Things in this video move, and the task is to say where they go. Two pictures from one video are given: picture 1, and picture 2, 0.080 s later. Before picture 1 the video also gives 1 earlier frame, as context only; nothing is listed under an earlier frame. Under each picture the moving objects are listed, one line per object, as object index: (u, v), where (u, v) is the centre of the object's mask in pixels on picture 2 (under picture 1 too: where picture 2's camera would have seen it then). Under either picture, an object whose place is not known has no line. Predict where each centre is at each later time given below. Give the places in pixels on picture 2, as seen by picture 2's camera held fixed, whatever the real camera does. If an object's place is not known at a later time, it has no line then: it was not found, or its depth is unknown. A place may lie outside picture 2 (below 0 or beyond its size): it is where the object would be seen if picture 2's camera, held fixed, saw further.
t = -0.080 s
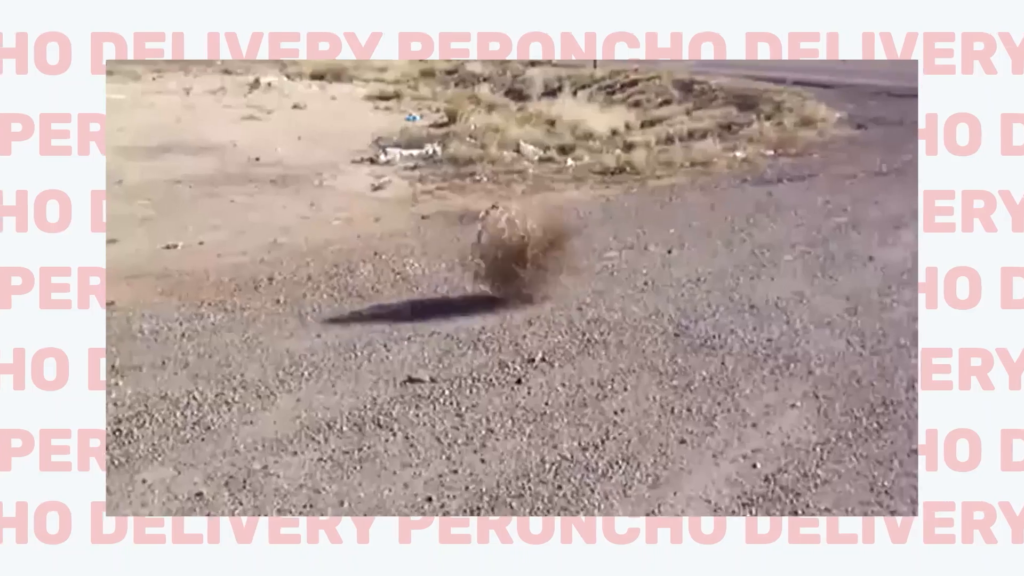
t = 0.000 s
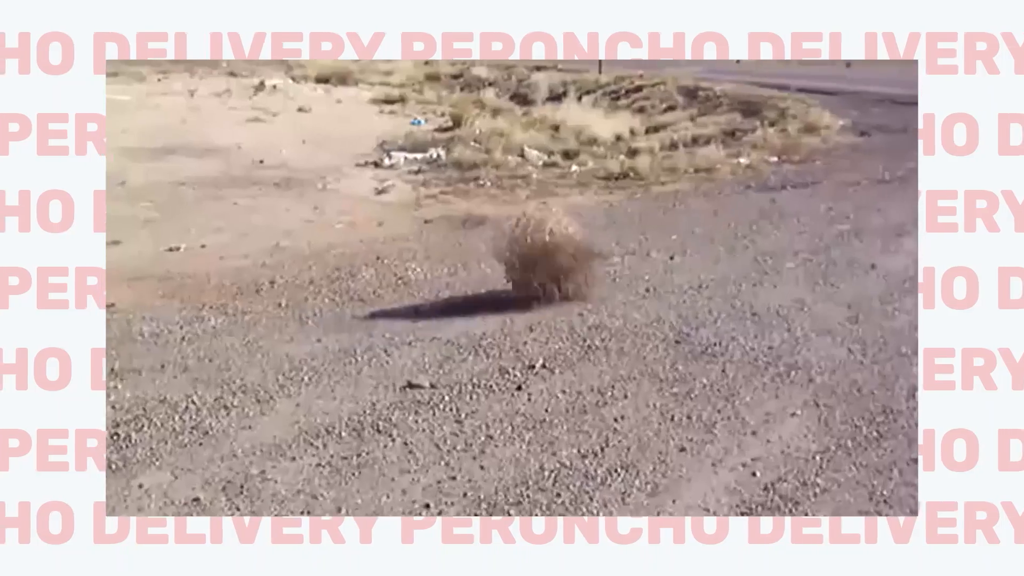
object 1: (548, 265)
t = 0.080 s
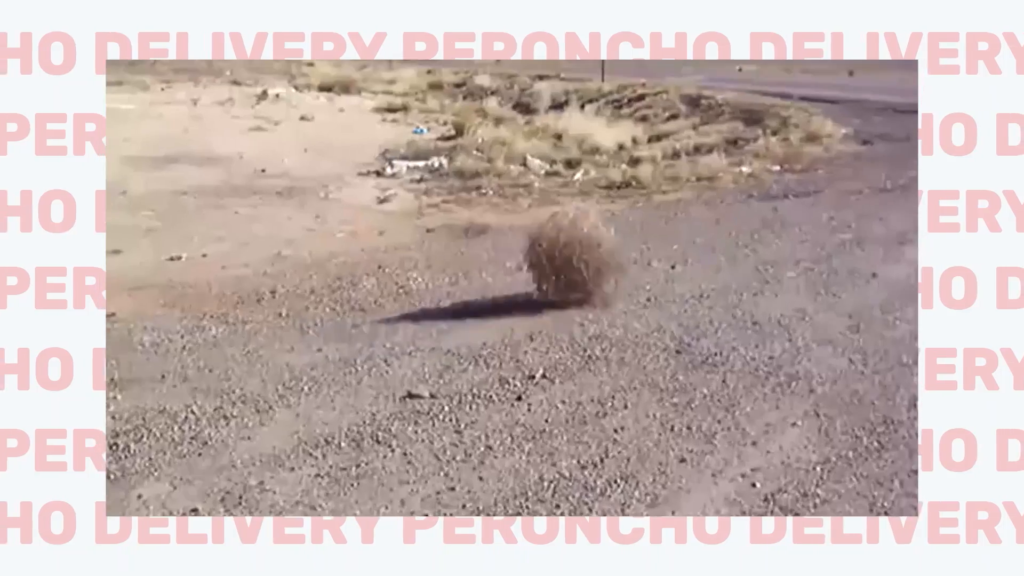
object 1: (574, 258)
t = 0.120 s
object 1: (584, 252)
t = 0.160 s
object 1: (593, 245)
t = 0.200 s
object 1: (606, 241)
